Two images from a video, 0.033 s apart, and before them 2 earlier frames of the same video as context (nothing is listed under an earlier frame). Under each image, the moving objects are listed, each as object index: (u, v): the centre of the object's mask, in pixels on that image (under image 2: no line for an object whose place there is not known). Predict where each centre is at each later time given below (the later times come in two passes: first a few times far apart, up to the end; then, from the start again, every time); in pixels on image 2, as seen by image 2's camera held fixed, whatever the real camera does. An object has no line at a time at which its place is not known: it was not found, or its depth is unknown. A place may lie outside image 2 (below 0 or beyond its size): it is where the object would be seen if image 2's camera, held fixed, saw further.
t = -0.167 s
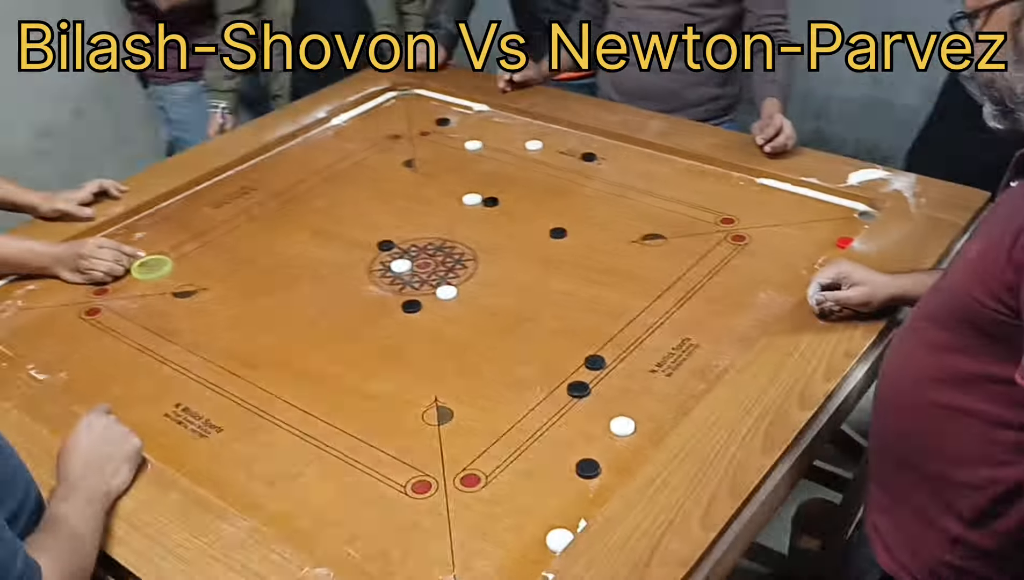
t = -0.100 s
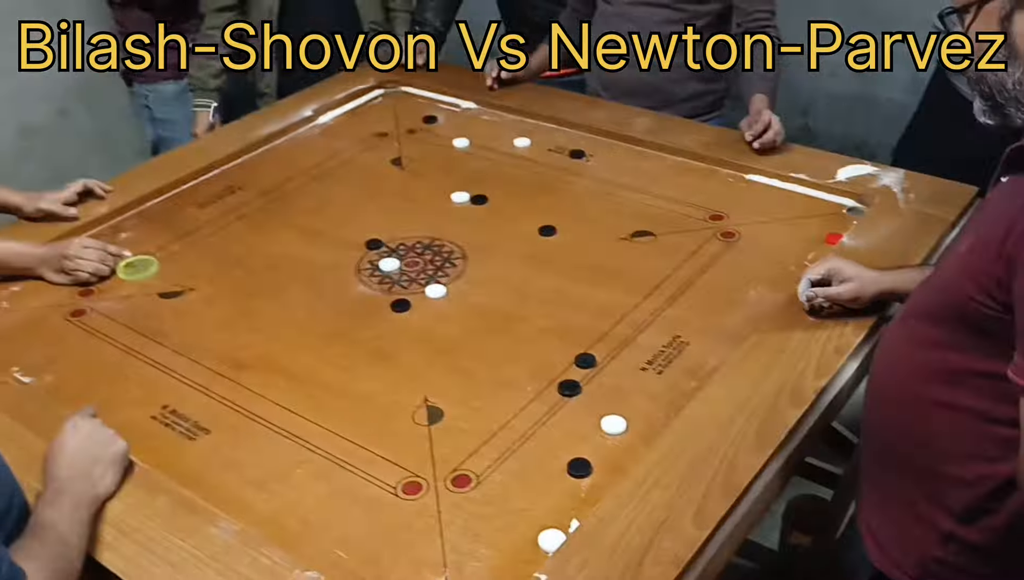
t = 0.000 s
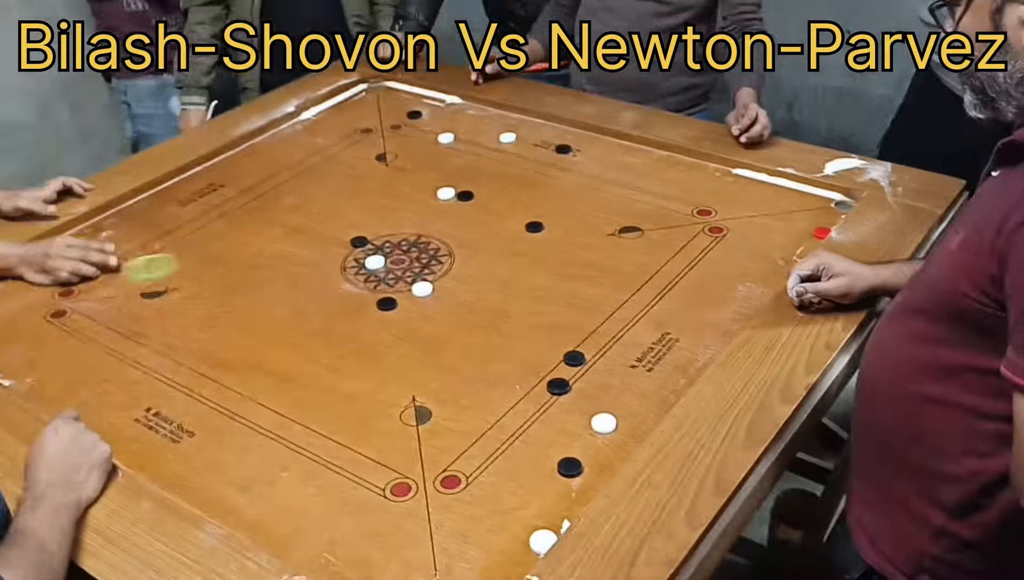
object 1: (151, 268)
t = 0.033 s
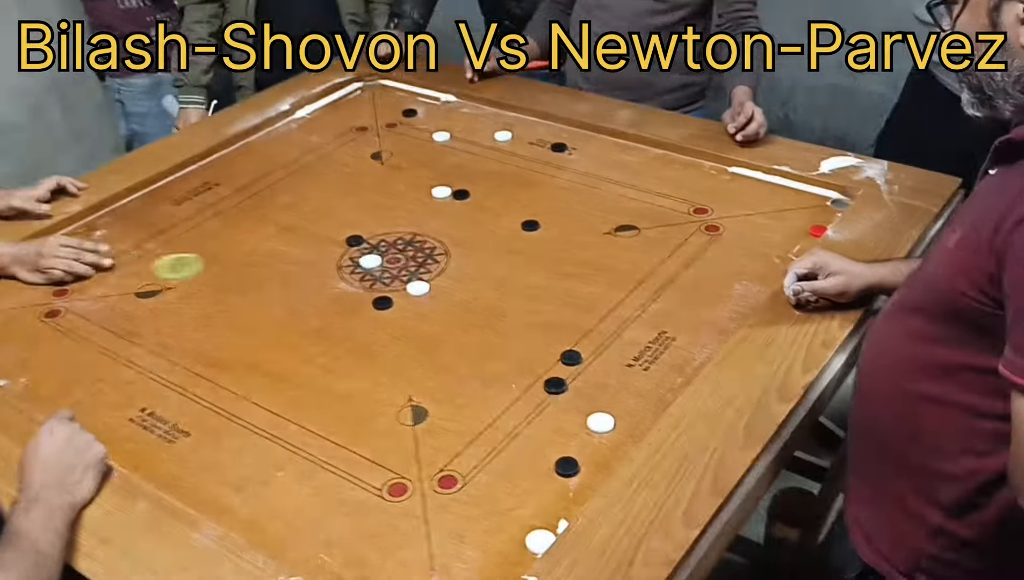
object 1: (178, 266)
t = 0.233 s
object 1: (356, 265)
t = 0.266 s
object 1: (375, 266)
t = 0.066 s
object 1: (211, 266)
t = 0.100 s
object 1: (243, 265)
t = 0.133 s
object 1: (274, 265)
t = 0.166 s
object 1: (304, 265)
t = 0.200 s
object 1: (333, 264)
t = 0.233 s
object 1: (356, 265)
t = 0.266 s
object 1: (375, 266)
